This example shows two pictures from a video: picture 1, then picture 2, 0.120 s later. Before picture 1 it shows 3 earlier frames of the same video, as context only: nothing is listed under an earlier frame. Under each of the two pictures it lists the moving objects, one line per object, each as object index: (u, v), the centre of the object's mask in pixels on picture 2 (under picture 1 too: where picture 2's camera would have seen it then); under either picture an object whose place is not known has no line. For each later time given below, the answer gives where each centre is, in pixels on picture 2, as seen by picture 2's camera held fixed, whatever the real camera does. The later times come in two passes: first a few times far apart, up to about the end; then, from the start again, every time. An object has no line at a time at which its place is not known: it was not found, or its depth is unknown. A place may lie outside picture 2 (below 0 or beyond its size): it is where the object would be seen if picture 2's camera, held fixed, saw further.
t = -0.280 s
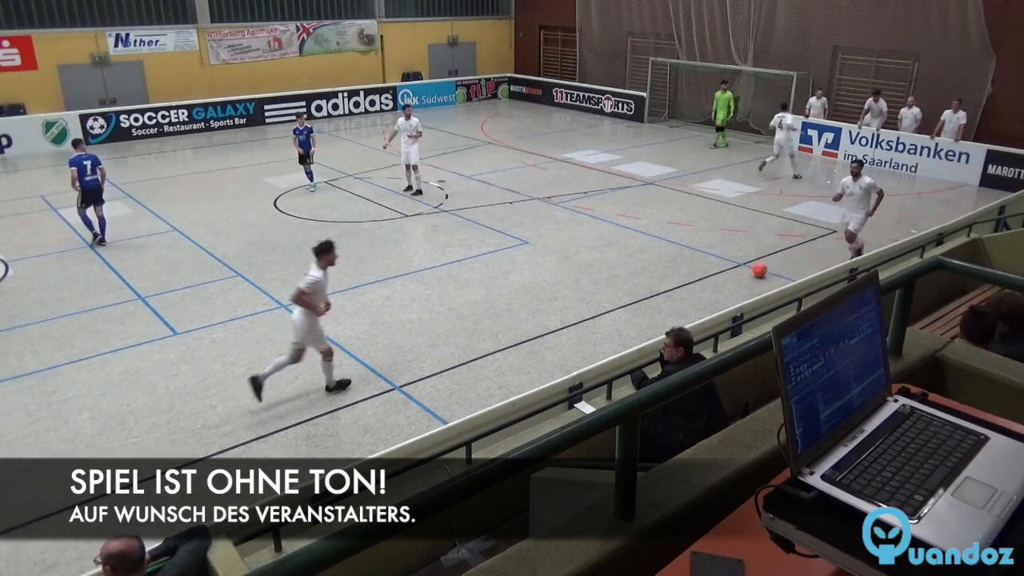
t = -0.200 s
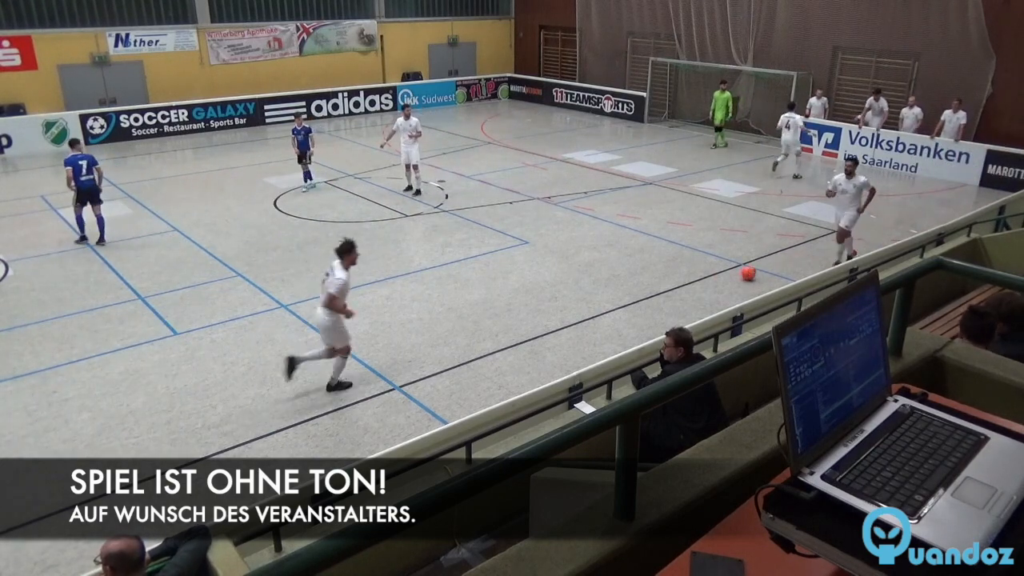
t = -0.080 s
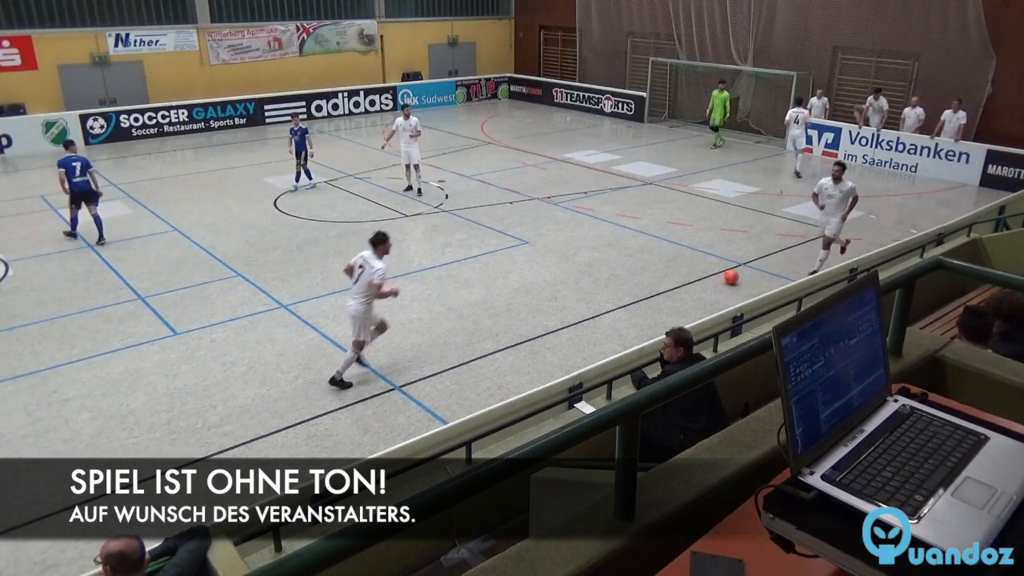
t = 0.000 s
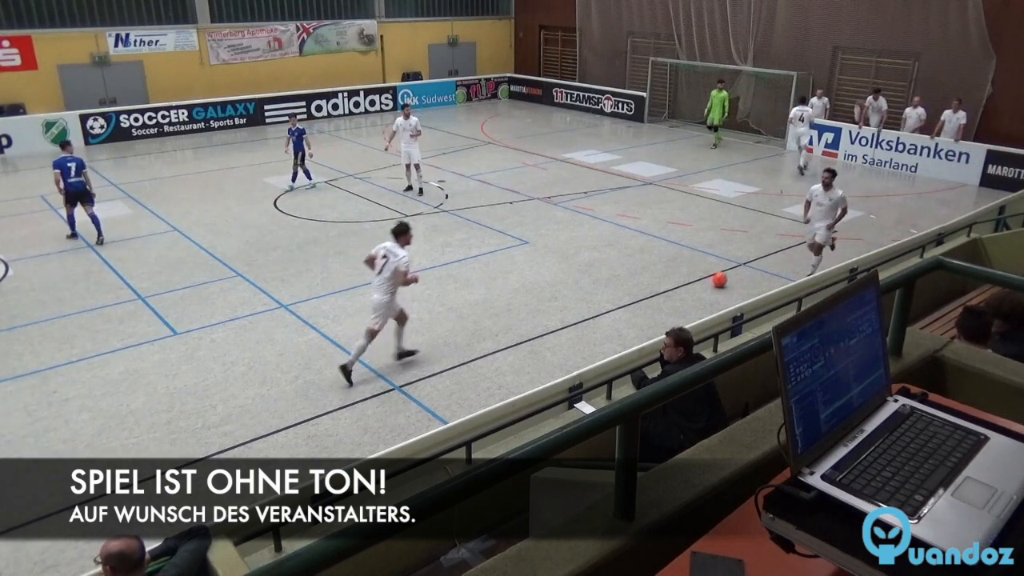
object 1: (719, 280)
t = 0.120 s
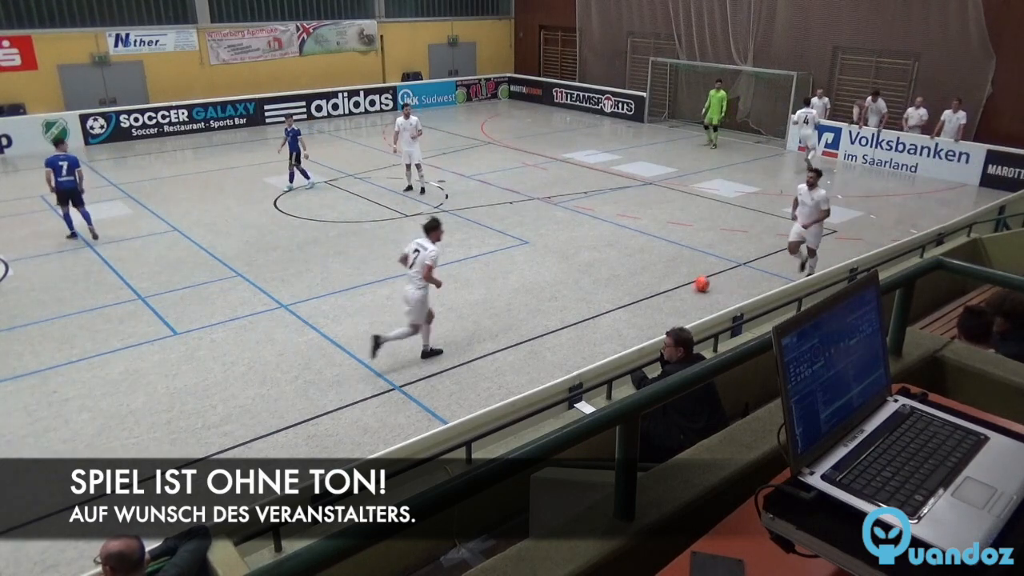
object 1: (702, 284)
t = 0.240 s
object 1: (684, 288)
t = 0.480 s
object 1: (646, 297)
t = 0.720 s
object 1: (607, 306)
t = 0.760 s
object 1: (600, 307)
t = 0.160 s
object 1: (696, 285)
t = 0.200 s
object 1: (689, 288)
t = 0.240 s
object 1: (684, 288)
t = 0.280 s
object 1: (677, 290)
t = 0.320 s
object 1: (672, 291)
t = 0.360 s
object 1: (665, 293)
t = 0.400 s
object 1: (659, 294)
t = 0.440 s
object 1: (652, 296)
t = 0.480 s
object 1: (646, 297)
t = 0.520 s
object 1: (639, 299)
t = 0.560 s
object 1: (633, 300)
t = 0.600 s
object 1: (627, 302)
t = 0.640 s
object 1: (620, 303)
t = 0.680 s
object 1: (614, 304)
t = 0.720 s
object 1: (607, 306)
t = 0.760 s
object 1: (600, 307)
